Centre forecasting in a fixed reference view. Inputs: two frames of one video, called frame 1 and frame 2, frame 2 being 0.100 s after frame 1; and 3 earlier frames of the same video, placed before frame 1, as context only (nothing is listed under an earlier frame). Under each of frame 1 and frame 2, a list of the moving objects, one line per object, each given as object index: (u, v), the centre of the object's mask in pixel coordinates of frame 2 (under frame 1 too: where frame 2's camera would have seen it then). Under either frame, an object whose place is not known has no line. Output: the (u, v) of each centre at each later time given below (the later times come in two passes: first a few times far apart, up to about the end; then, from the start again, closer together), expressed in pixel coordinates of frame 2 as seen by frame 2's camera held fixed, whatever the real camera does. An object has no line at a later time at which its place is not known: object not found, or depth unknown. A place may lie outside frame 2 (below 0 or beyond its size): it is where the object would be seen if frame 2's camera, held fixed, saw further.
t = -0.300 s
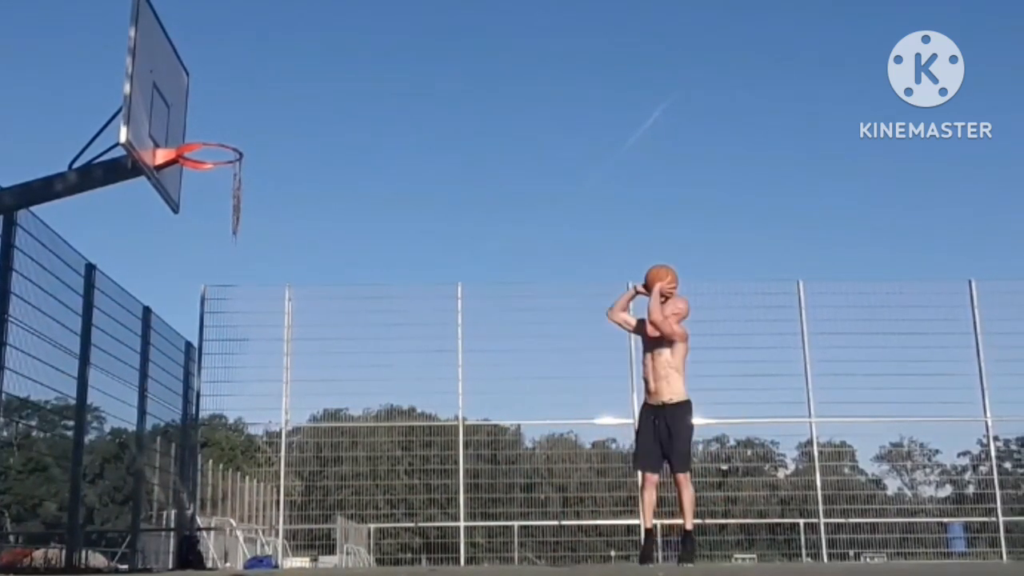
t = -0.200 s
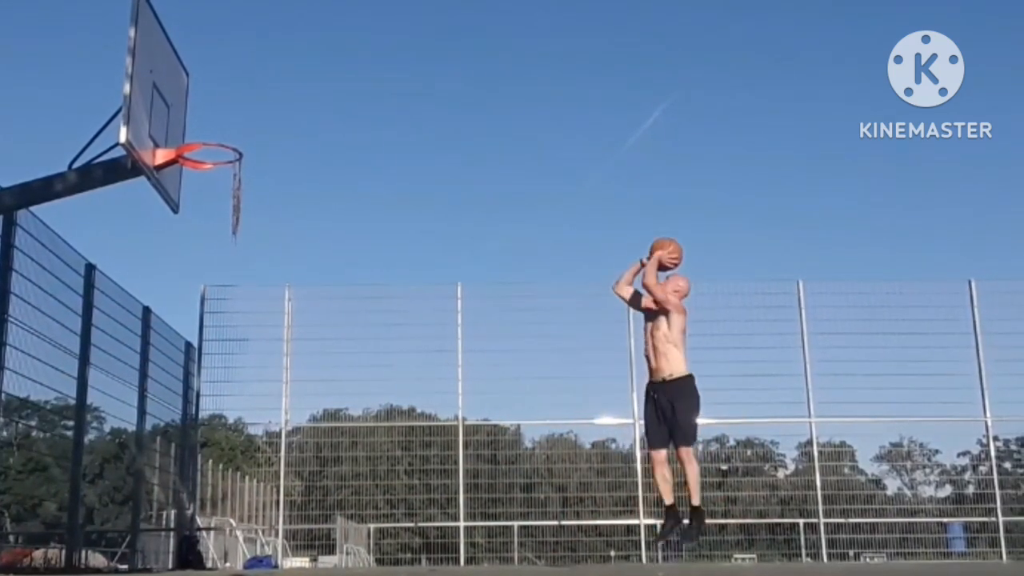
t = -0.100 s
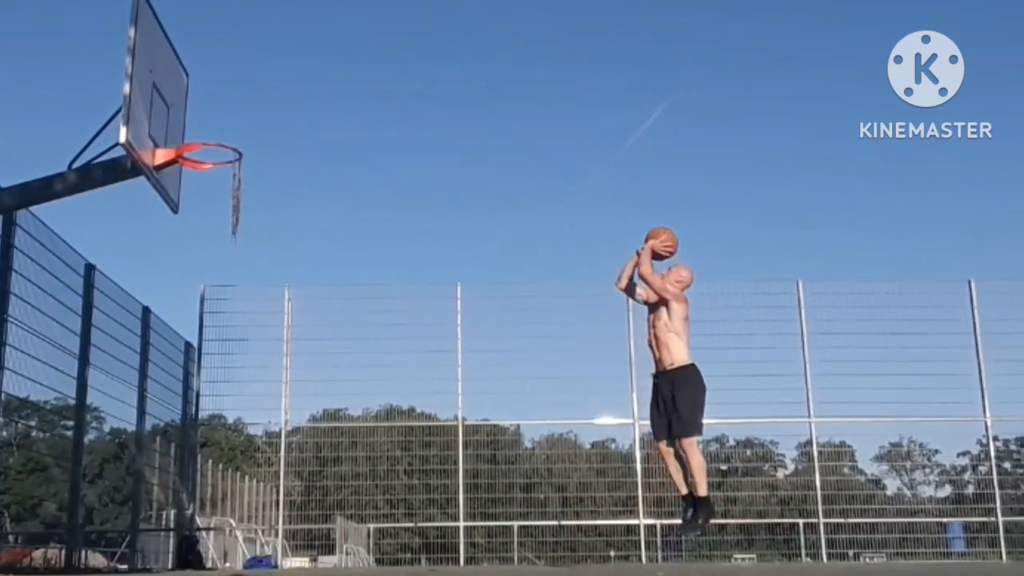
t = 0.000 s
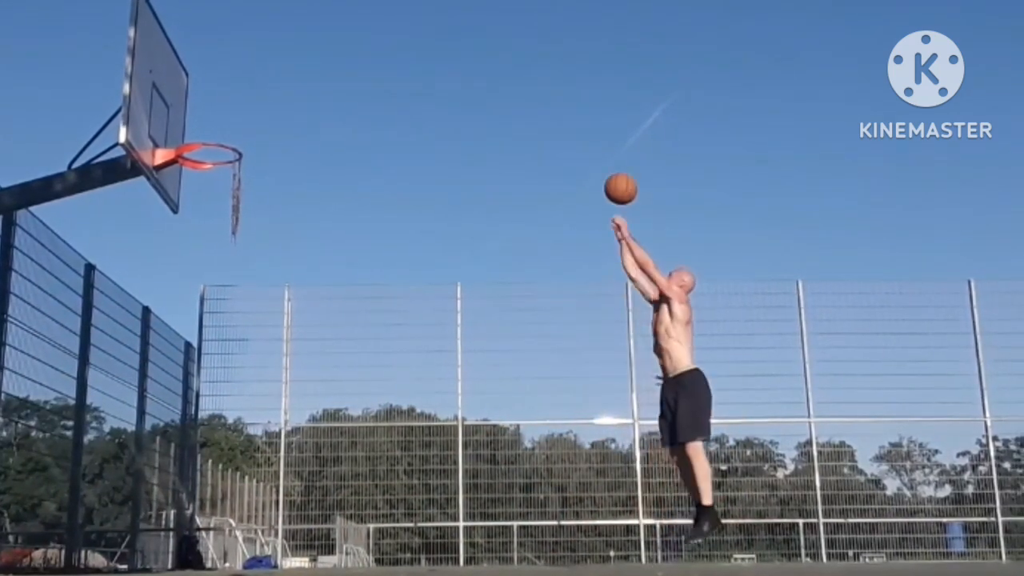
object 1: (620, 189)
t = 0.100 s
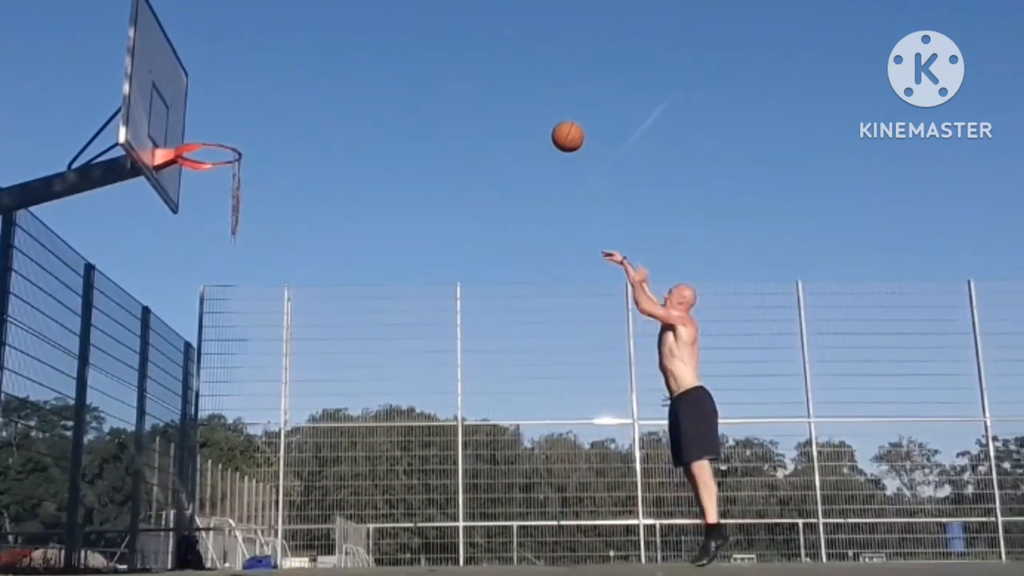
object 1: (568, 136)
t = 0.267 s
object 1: (483, 80)
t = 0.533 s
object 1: (354, 59)
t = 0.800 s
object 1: (225, 125)
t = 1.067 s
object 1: (214, 264)
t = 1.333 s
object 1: (233, 487)
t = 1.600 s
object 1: (274, 412)
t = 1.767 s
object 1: (301, 338)
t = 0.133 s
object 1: (550, 122)
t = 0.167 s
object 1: (533, 109)
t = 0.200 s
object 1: (516, 98)
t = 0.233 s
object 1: (500, 88)
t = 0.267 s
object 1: (483, 80)
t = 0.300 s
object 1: (467, 72)
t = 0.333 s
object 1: (450, 66)
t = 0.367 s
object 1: (434, 62)
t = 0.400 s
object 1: (418, 58)
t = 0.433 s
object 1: (402, 56)
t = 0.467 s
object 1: (386, 56)
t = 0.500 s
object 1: (370, 57)
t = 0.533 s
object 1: (354, 59)
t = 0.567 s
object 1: (338, 62)
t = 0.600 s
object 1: (322, 67)
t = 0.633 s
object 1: (306, 73)
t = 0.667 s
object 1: (290, 81)
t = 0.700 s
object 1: (274, 90)
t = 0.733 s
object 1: (257, 100)
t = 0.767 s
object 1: (241, 112)
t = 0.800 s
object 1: (225, 125)
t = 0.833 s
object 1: (209, 139)
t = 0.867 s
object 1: (197, 158)
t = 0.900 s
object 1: (197, 170)
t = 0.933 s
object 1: (201, 186)
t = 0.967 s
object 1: (204, 204)
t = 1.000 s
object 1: (208, 222)
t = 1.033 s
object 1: (211, 243)
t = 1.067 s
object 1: (214, 264)
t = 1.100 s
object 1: (217, 287)
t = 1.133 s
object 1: (219, 312)
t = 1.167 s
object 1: (222, 337)
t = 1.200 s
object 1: (224, 364)
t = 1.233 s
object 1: (227, 393)
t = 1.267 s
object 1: (229, 423)
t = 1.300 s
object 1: (231, 454)
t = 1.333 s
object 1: (233, 487)
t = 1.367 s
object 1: (235, 522)
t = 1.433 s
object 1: (243, 531)
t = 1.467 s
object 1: (250, 503)
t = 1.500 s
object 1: (256, 477)
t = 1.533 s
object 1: (262, 454)
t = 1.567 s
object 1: (268, 432)
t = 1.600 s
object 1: (274, 412)
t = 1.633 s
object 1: (280, 394)
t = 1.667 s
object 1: (285, 377)
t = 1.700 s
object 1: (291, 363)
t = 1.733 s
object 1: (296, 349)
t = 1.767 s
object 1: (301, 338)
